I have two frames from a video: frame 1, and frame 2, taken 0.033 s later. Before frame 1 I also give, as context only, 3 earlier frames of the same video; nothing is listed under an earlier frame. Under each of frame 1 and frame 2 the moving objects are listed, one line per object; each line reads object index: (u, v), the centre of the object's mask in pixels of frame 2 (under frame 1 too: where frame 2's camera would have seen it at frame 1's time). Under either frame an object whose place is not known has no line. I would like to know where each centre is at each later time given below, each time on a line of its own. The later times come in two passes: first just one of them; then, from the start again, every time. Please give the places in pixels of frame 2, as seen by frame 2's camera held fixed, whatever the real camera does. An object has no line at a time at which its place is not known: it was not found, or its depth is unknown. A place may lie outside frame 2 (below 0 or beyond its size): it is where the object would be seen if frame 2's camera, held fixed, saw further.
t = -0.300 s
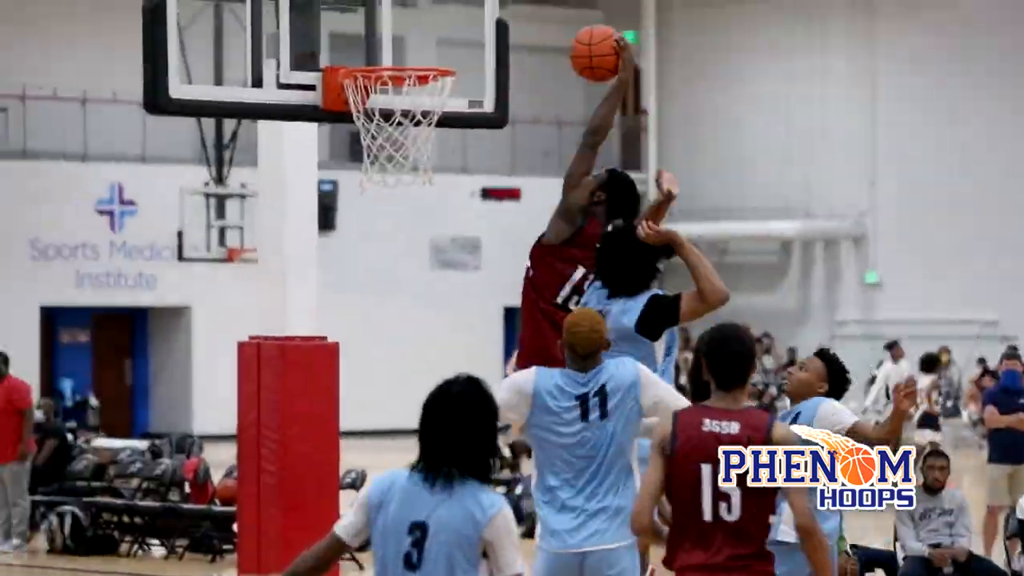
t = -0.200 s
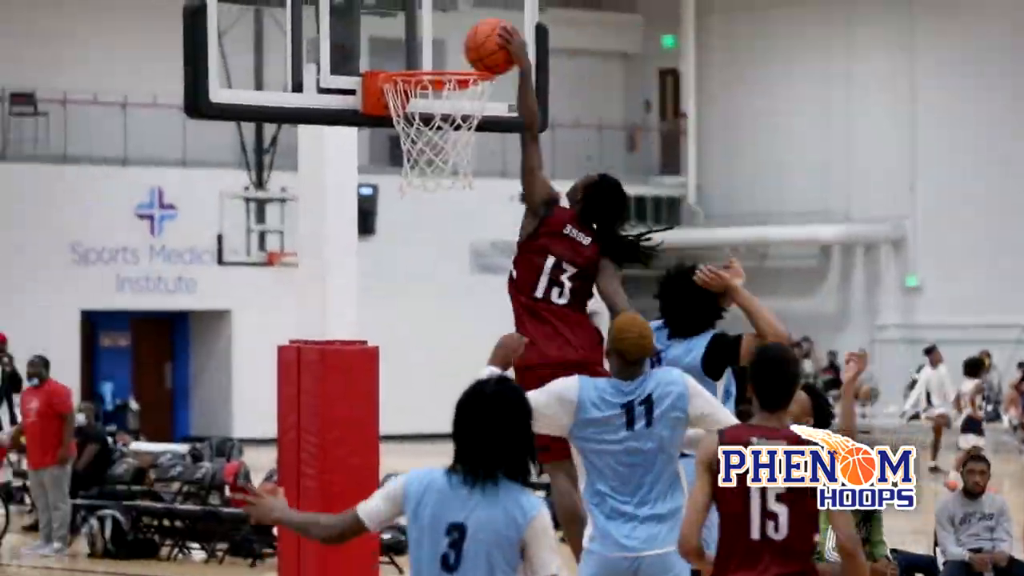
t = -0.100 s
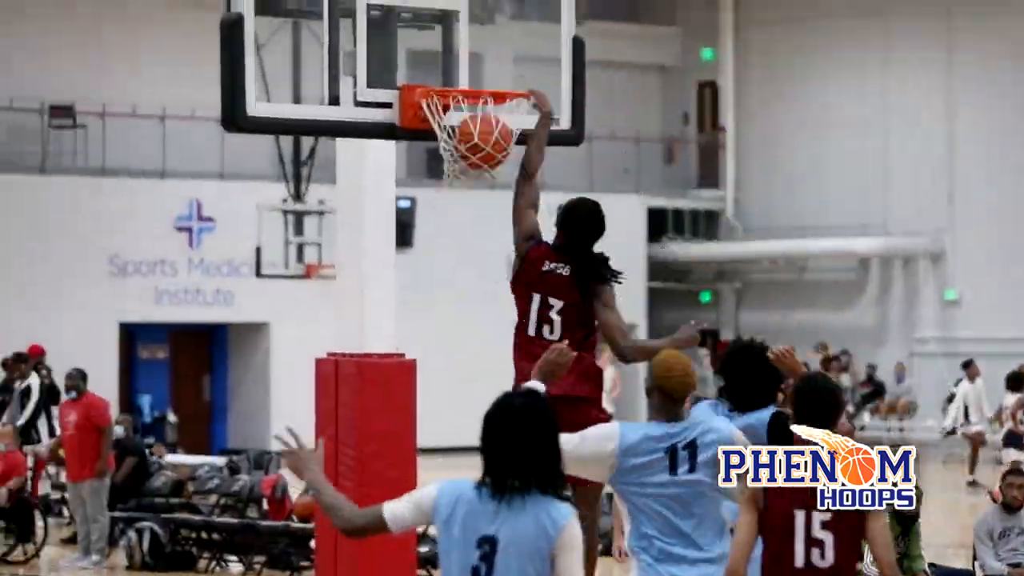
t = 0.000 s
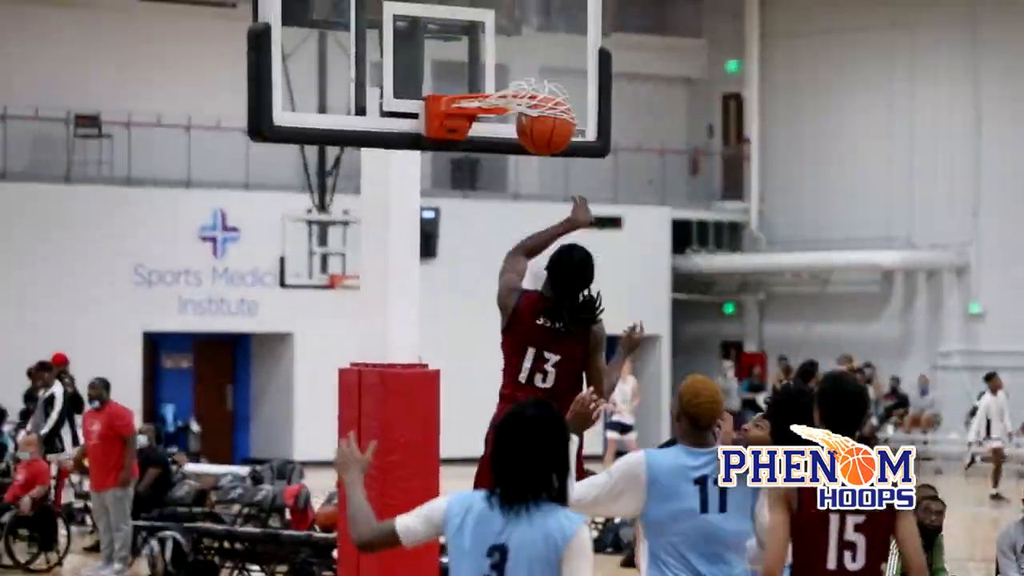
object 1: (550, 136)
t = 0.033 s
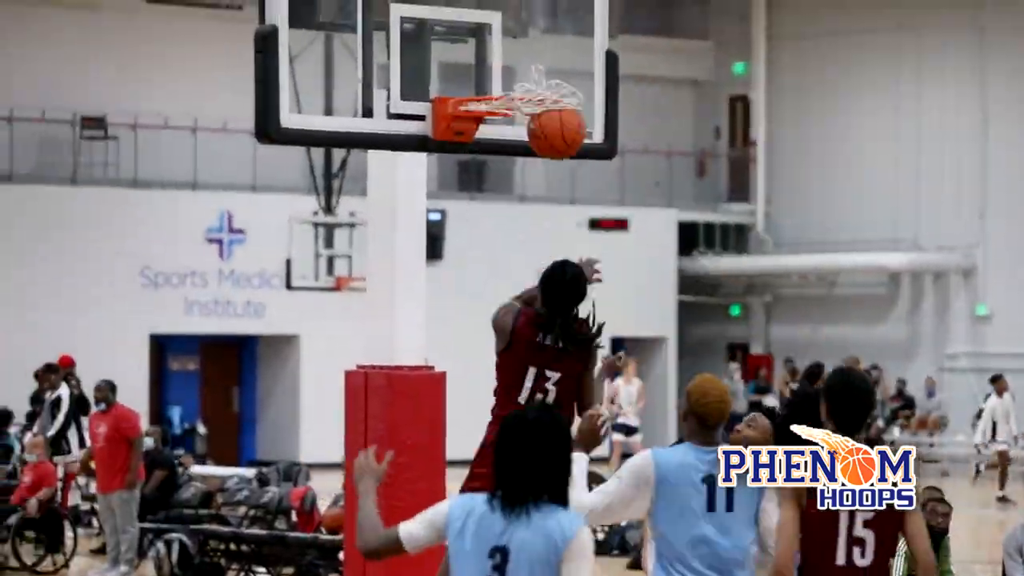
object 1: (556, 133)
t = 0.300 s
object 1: (594, 244)
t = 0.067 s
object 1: (561, 135)
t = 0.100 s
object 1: (565, 143)
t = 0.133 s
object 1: (570, 154)
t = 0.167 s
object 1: (575, 166)
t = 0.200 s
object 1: (580, 182)
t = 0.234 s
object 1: (585, 200)
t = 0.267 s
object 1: (589, 221)
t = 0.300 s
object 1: (594, 244)
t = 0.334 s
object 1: (599, 270)
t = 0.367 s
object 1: (603, 298)
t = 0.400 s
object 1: (607, 331)
